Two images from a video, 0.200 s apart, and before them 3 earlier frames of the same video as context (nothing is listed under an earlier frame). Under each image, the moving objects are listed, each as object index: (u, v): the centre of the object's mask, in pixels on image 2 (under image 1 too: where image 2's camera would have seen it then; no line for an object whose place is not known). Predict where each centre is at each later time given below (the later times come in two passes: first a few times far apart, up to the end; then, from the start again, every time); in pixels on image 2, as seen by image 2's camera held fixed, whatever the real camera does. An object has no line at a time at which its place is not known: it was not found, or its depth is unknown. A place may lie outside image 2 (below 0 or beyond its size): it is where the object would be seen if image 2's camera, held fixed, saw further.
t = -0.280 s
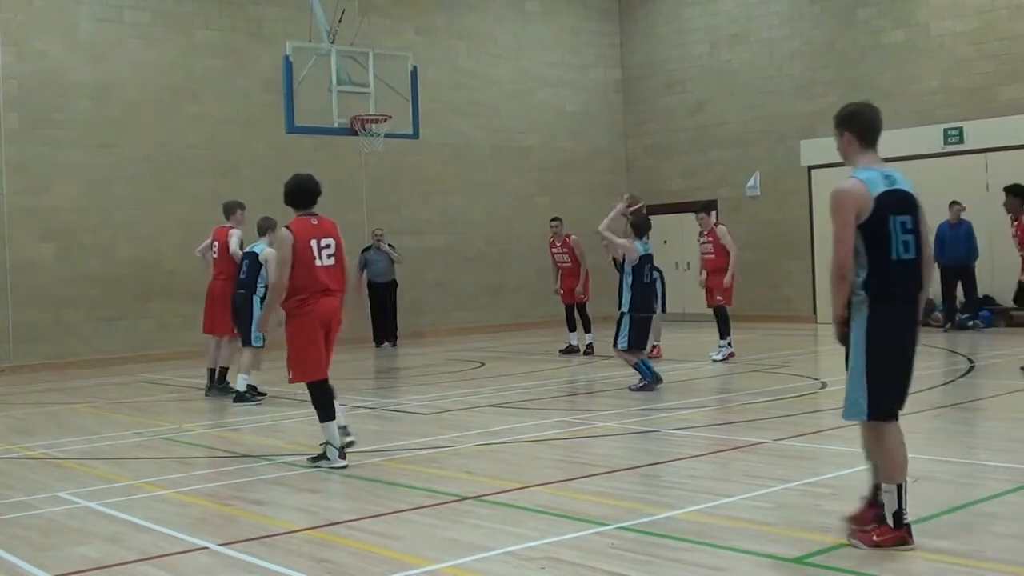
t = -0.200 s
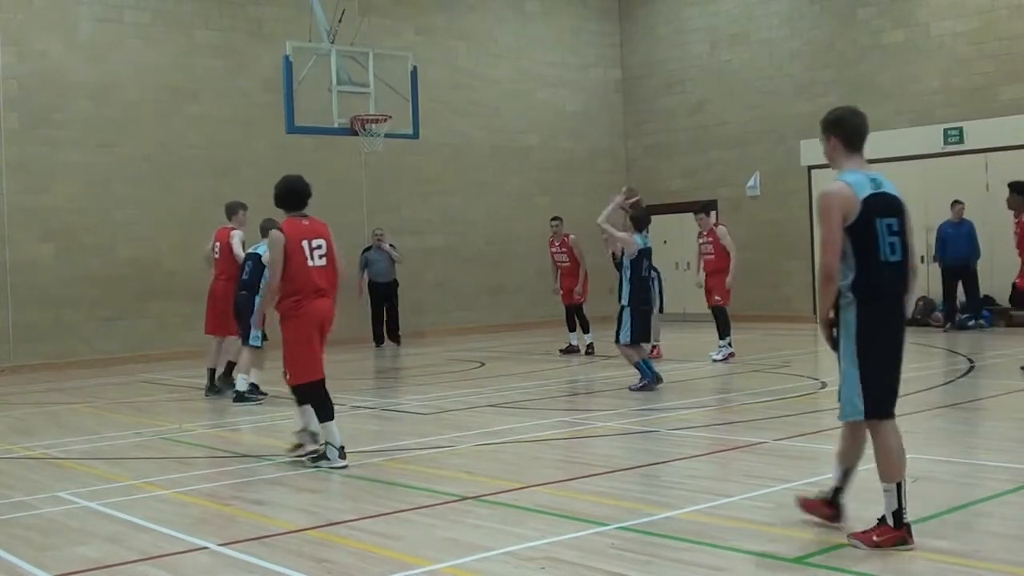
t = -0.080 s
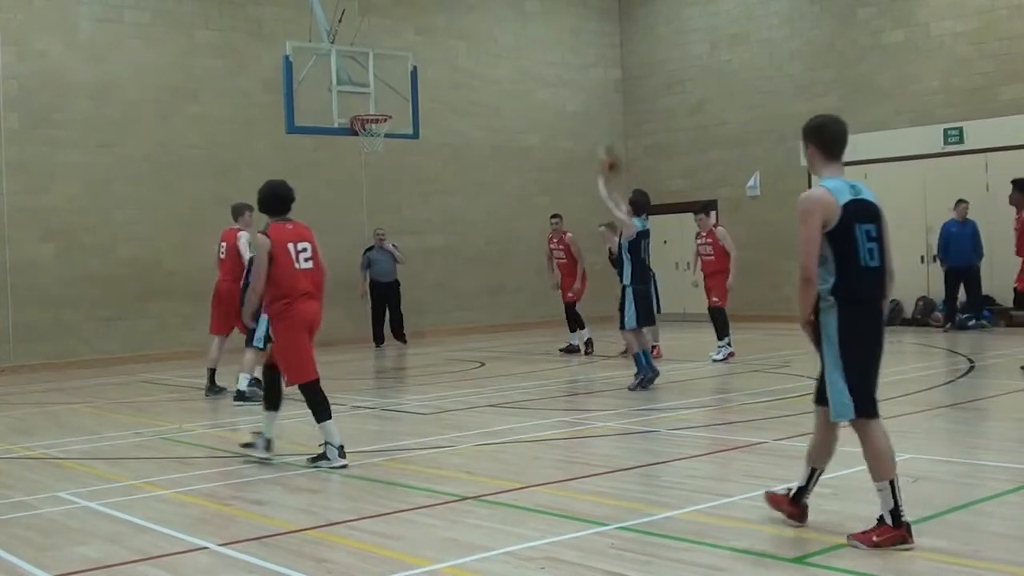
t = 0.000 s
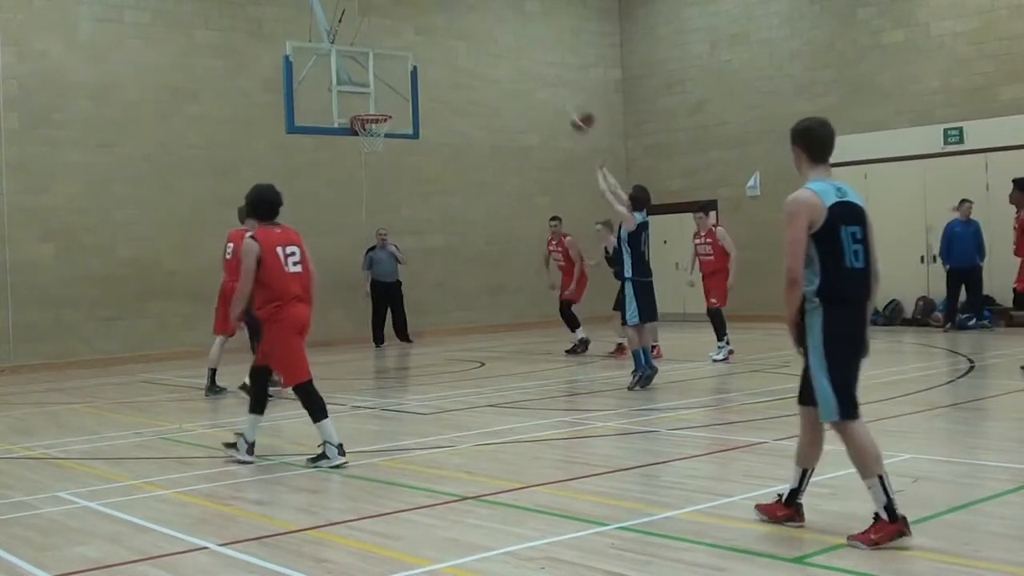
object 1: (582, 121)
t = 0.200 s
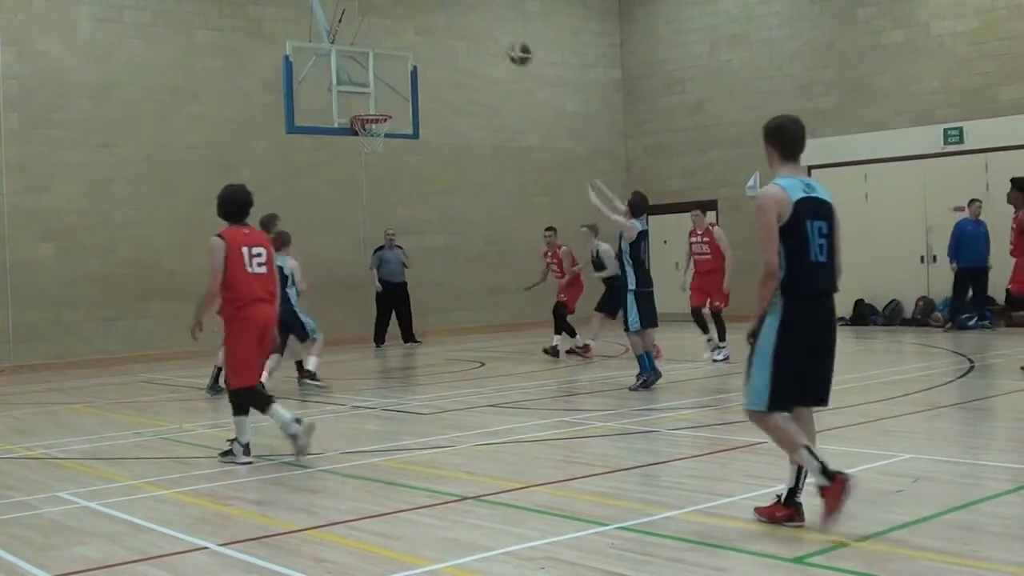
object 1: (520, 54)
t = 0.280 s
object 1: (498, 39)
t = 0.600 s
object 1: (422, 41)
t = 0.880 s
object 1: (368, 109)
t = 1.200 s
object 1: (381, 38)
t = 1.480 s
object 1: (399, 34)
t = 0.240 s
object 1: (508, 46)
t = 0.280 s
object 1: (498, 39)
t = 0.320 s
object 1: (487, 35)
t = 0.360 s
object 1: (477, 32)
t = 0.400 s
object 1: (467, 30)
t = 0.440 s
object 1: (458, 29)
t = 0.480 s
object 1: (448, 30)
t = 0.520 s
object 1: (439, 34)
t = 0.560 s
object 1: (430, 36)
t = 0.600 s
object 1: (422, 41)
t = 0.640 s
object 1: (413, 48)
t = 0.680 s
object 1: (405, 54)
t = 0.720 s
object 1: (399, 63)
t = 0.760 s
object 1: (390, 74)
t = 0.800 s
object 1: (383, 84)
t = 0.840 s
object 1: (376, 97)
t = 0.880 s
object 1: (368, 109)
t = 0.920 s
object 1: (368, 104)
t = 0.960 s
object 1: (369, 91)
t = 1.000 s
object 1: (372, 78)
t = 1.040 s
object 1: (374, 67)
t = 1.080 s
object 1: (376, 57)
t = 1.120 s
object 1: (377, 49)
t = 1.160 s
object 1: (379, 42)
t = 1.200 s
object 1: (381, 38)
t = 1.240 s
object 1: (384, 33)
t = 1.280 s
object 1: (386, 29)
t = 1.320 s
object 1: (389, 27)
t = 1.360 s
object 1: (391, 27)
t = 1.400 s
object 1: (394, 27)
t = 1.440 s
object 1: (397, 30)
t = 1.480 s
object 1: (399, 34)
